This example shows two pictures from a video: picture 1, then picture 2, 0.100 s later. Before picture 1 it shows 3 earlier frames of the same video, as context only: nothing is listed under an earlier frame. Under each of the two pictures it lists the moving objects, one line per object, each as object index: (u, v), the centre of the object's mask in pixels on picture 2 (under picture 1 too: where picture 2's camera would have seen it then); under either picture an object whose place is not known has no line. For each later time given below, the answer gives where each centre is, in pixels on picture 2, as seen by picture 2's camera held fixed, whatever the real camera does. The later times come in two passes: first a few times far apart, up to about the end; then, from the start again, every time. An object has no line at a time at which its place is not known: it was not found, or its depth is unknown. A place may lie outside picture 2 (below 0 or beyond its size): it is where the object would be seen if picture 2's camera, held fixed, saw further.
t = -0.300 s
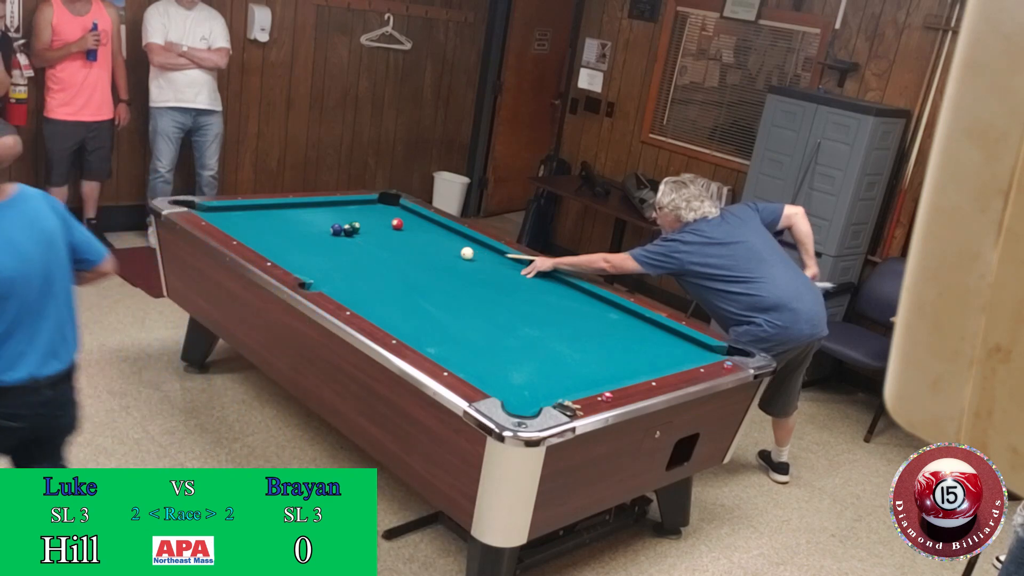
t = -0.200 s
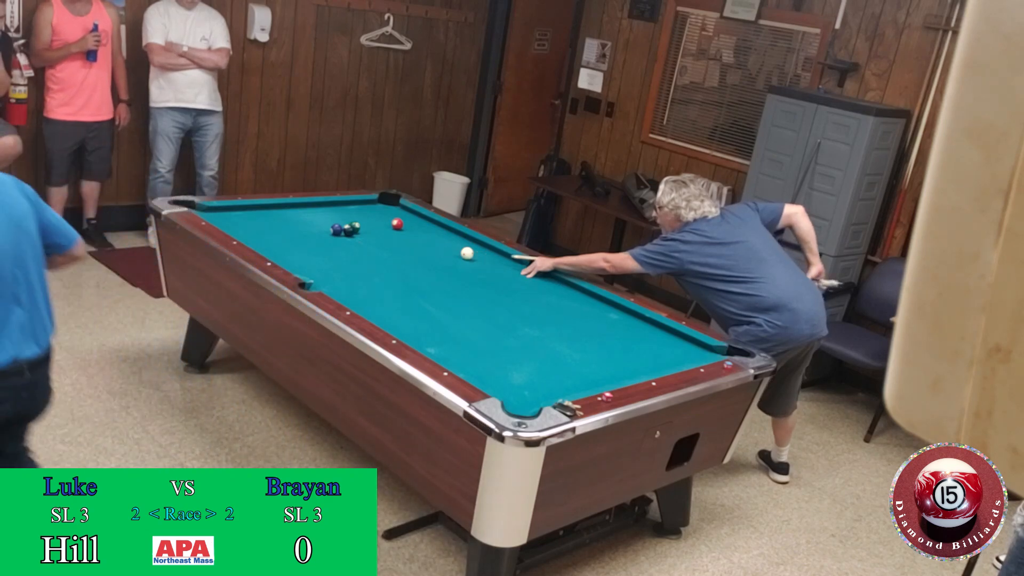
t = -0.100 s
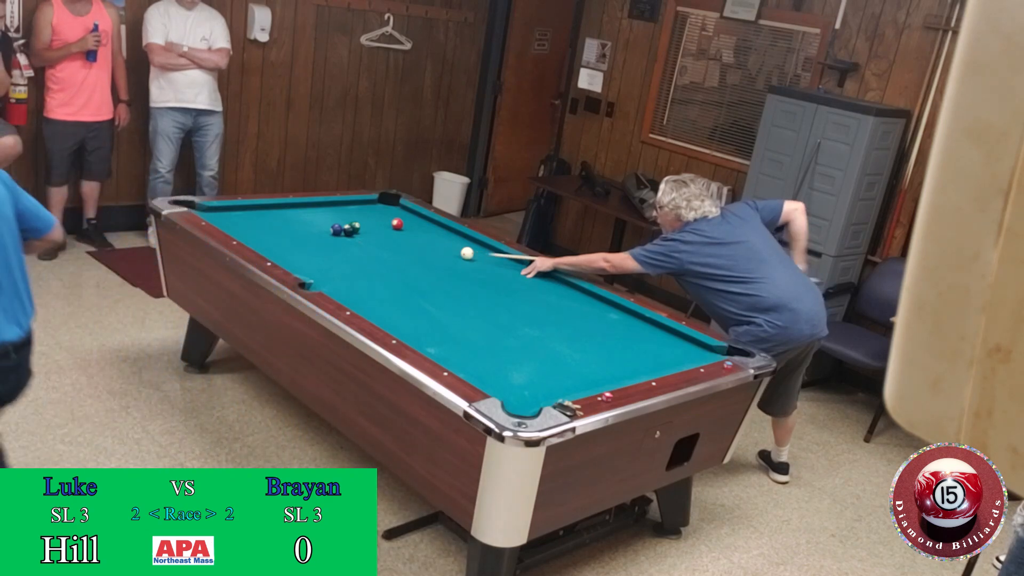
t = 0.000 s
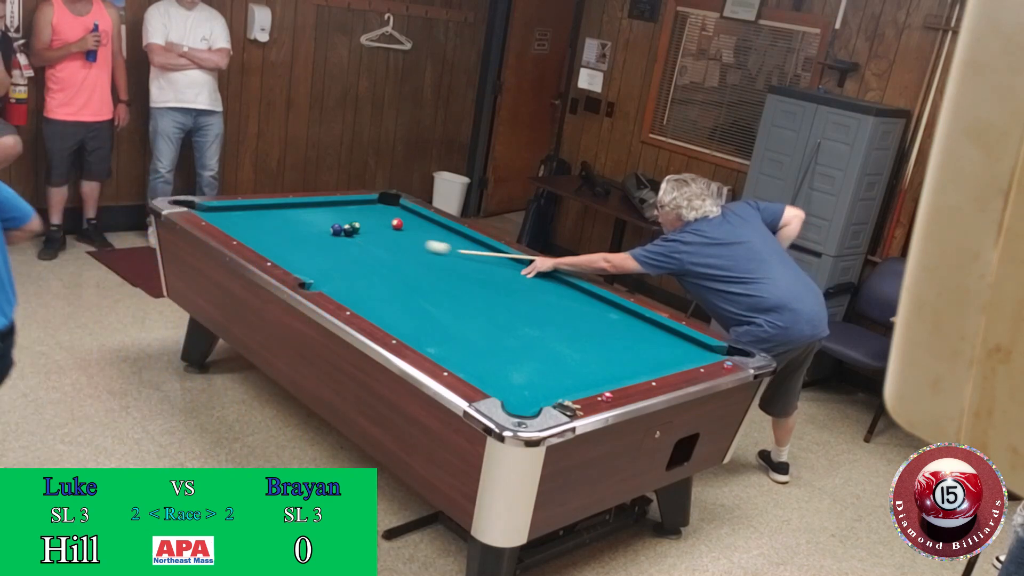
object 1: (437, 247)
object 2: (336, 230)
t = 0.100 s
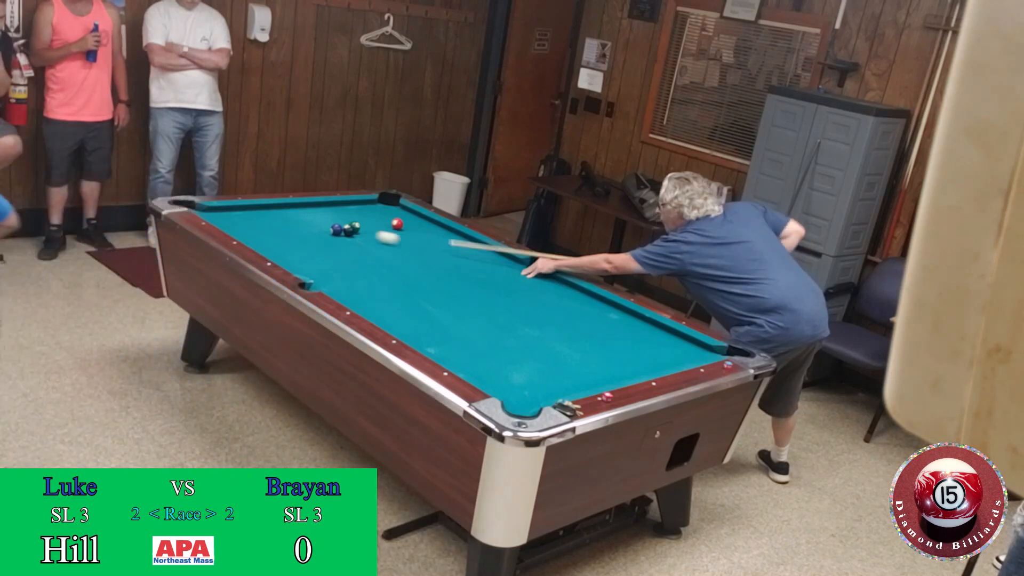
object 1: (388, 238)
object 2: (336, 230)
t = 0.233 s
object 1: (356, 233)
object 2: (311, 228)
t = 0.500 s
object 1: (324, 229)
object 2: (235, 220)
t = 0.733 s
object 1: (294, 225)
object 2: (223, 212)
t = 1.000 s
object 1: (261, 221)
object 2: (251, 210)
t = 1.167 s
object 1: (242, 218)
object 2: (274, 211)
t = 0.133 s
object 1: (372, 235)
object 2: (336, 230)
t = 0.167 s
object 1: (361, 233)
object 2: (335, 230)
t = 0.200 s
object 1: (358, 233)
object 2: (322, 229)
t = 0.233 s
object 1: (356, 233)
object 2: (311, 228)
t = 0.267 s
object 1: (354, 233)
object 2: (301, 227)
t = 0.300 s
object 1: (350, 233)
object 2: (291, 225)
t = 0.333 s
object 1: (346, 232)
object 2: (281, 224)
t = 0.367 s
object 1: (341, 231)
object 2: (272, 224)
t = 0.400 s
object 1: (337, 231)
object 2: (263, 223)
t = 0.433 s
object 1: (333, 230)
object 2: (254, 222)
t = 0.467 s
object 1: (328, 230)
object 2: (245, 220)
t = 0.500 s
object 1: (324, 229)
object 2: (235, 220)
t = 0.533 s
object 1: (319, 228)
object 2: (226, 219)
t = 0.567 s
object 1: (315, 228)
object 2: (219, 218)
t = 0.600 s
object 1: (311, 227)
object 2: (212, 215)
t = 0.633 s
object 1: (307, 227)
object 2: (214, 215)
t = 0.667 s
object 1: (302, 226)
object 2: (217, 215)
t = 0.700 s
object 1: (298, 226)
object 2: (220, 213)
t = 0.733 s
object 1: (294, 225)
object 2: (223, 212)
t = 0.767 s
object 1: (290, 225)
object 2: (225, 211)
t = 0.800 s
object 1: (286, 224)
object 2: (228, 210)
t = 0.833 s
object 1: (282, 224)
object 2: (230, 210)
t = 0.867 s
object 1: (278, 223)
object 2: (234, 209)
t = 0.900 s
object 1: (273, 222)
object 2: (238, 209)
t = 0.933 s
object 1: (269, 222)
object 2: (241, 208)
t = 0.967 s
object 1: (265, 221)
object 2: (247, 209)
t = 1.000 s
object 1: (261, 221)
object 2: (251, 210)
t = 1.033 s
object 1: (258, 220)
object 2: (255, 209)
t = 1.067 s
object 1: (253, 220)
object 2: (261, 210)
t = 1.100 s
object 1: (249, 219)
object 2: (265, 211)
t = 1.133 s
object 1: (245, 219)
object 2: (268, 211)
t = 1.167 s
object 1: (242, 218)
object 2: (274, 211)
